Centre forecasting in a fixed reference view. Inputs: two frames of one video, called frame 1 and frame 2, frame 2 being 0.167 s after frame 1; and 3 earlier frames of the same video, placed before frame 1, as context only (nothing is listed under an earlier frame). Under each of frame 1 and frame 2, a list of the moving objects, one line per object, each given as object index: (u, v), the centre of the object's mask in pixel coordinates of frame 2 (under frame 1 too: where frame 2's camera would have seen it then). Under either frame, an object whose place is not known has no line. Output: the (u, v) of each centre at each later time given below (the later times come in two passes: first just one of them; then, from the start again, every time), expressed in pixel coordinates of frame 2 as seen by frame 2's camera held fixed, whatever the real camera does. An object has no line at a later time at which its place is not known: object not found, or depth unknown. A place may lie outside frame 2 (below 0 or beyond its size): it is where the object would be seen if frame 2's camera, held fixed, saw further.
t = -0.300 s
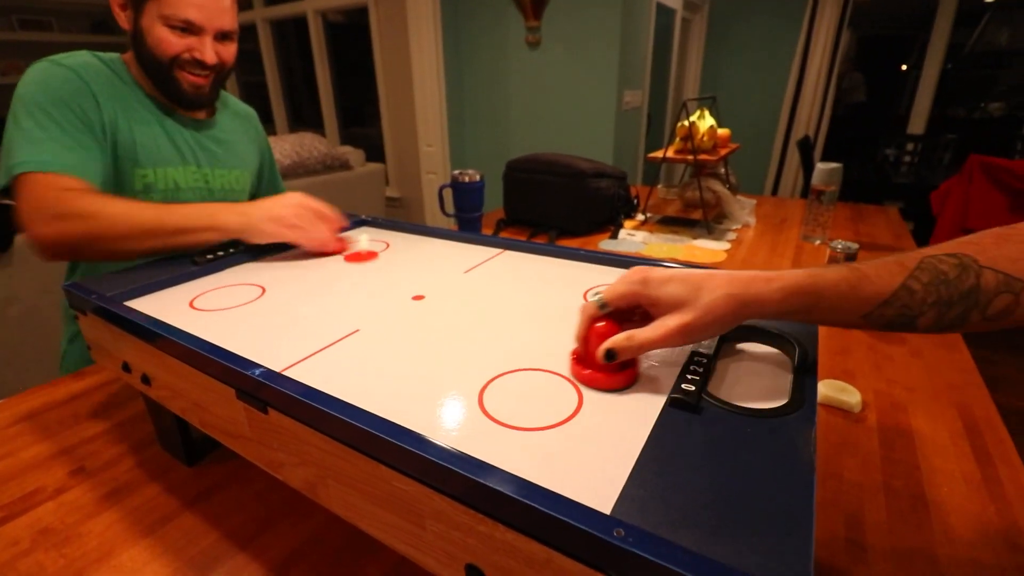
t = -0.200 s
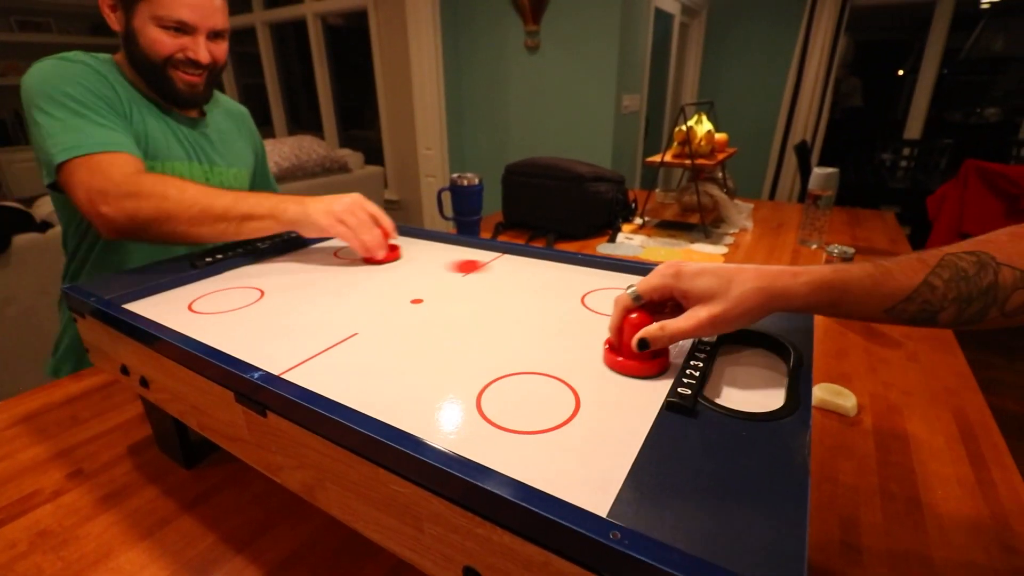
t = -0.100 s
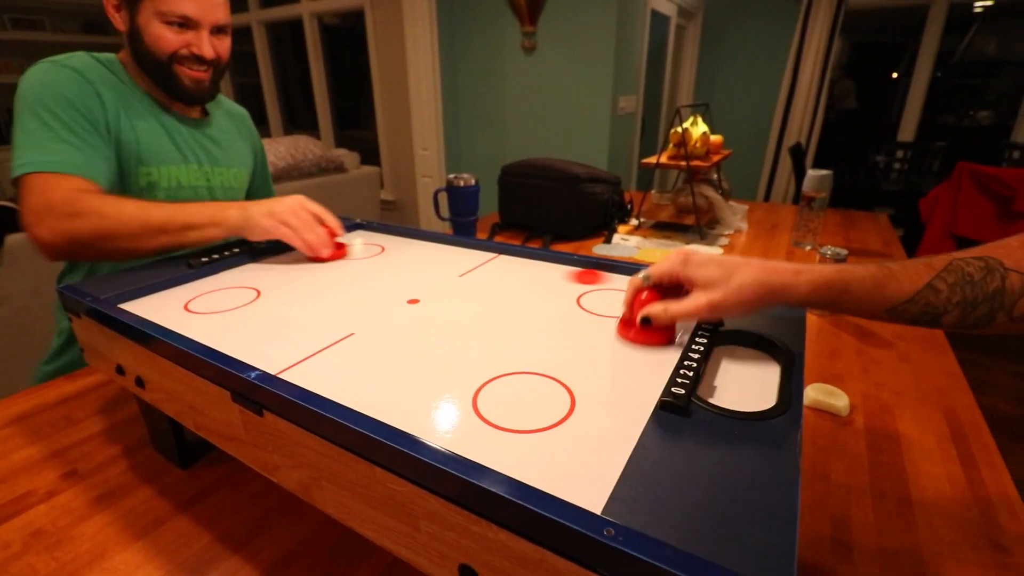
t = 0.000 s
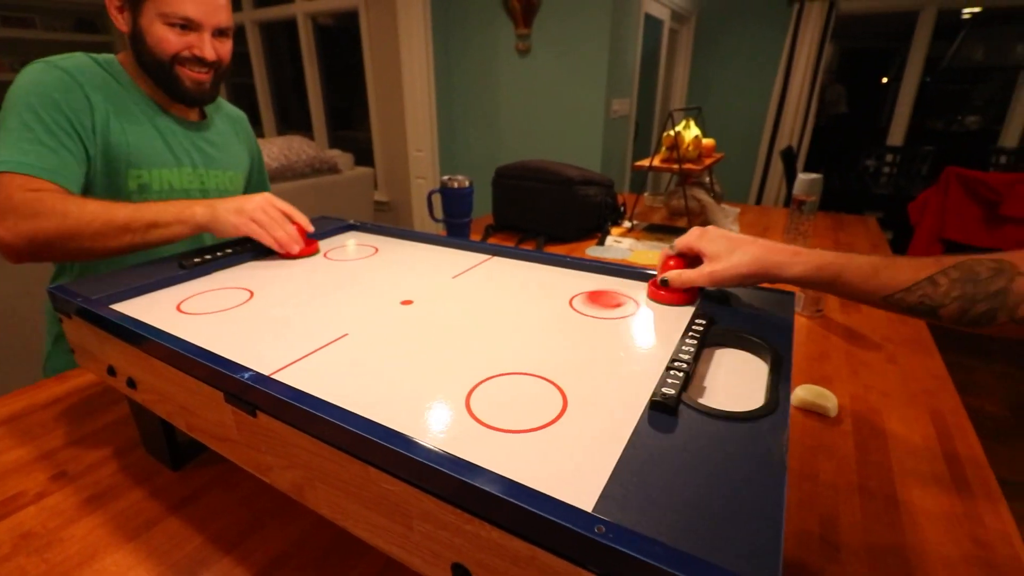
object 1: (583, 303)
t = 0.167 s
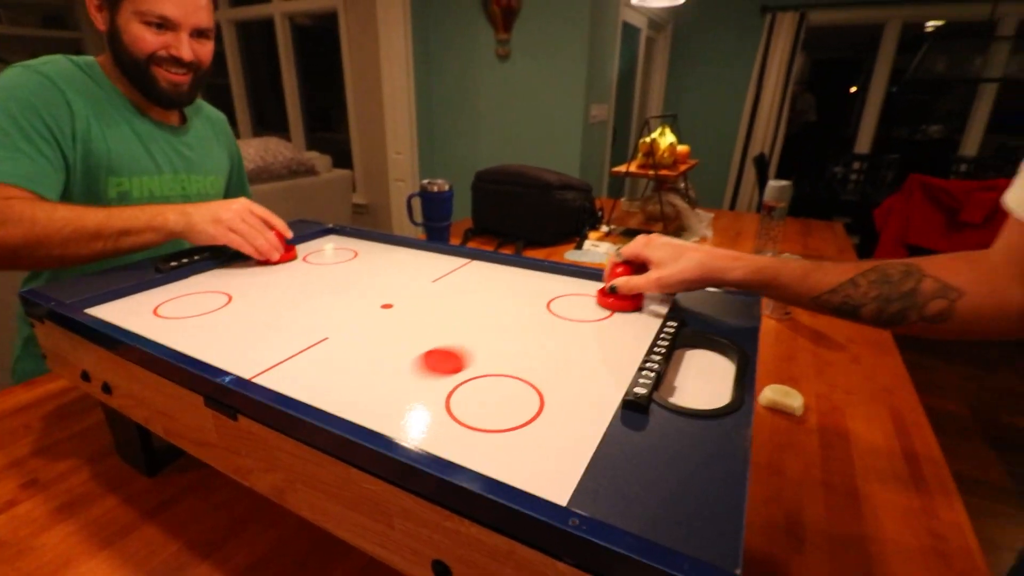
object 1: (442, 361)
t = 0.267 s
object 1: (347, 399)
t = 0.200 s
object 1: (409, 376)
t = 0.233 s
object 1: (374, 390)
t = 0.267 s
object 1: (347, 399)
